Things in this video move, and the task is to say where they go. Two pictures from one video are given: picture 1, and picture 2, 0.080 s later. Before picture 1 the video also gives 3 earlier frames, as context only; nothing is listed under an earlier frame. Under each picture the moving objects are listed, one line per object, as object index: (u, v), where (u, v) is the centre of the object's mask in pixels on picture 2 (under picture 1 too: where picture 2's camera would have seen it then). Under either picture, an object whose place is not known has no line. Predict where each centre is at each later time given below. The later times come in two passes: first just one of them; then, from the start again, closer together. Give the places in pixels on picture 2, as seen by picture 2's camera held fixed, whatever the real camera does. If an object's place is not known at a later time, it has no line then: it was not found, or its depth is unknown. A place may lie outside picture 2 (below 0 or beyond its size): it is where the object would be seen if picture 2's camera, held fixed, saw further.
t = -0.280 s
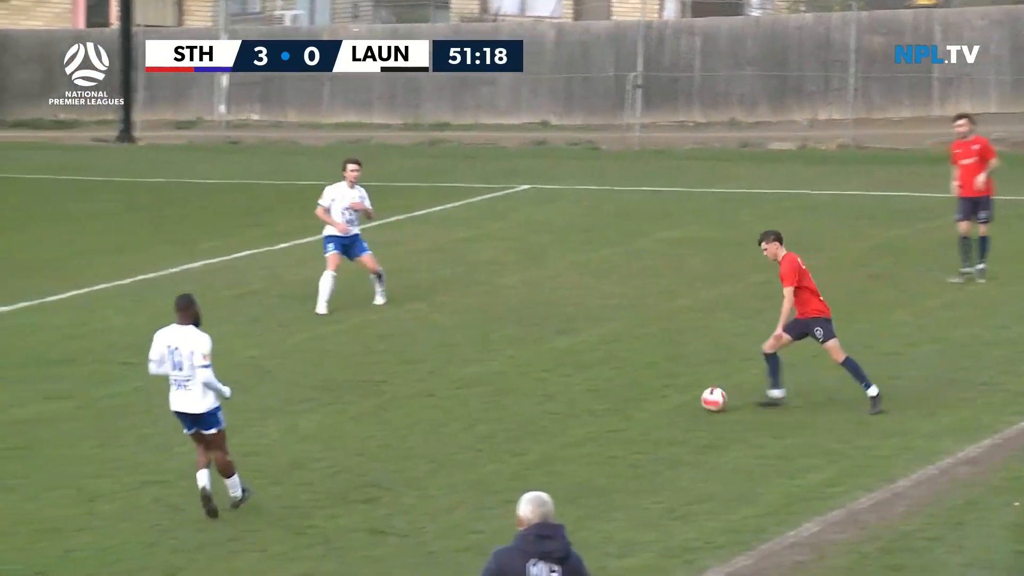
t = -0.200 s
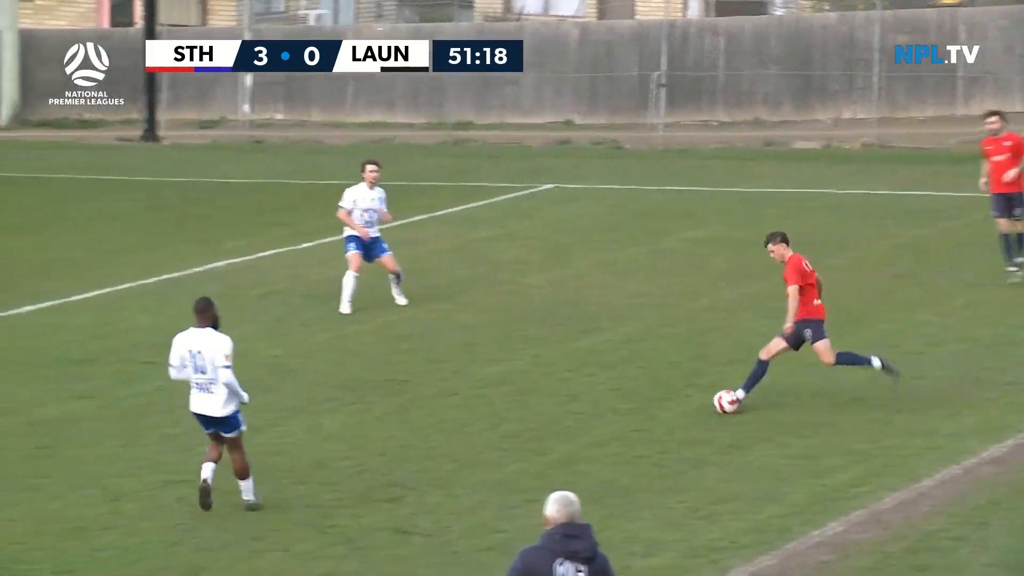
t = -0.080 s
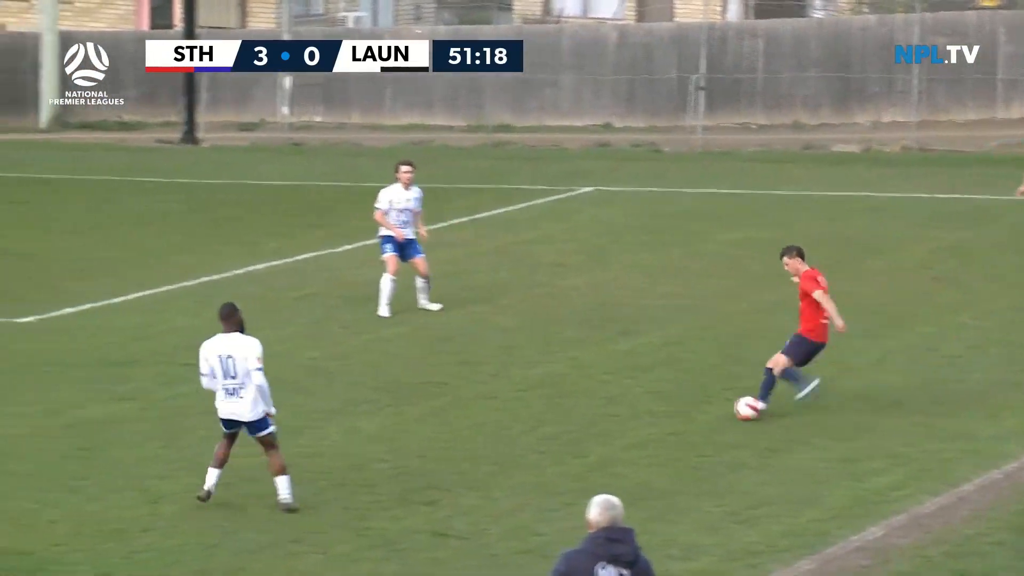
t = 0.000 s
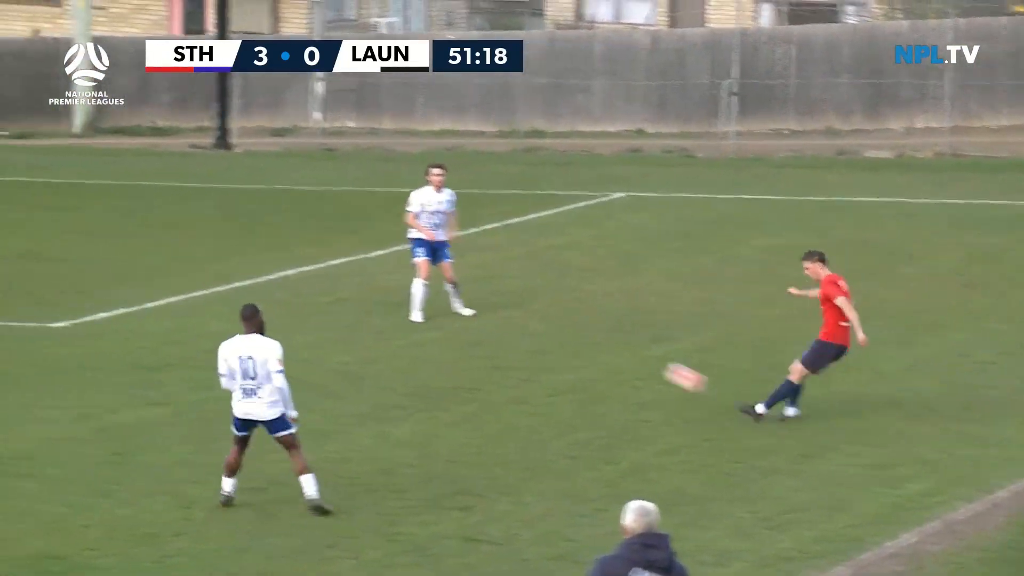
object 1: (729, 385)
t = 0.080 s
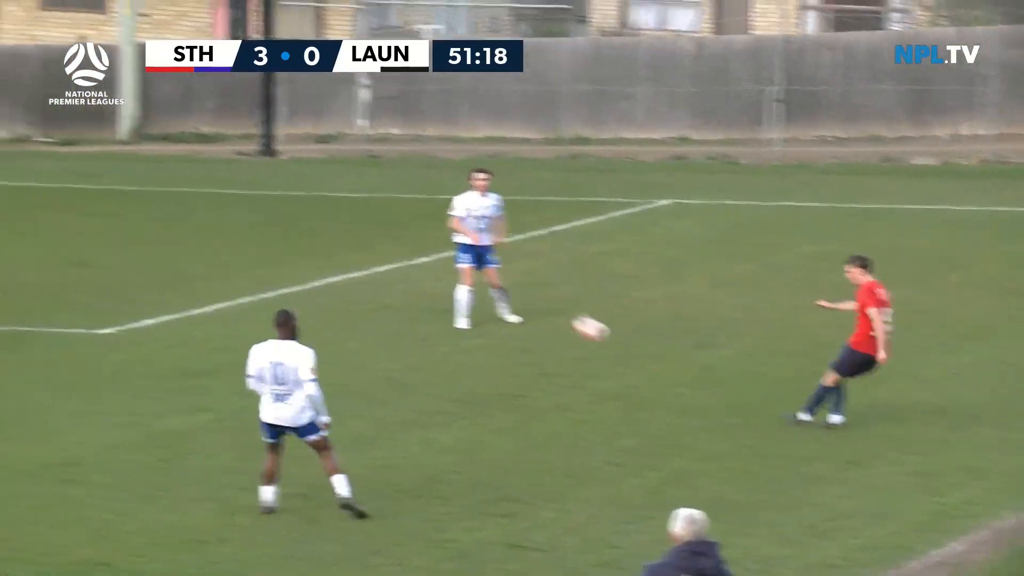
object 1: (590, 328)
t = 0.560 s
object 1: (-28, 134)
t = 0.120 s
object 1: (527, 304)
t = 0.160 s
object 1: (465, 278)
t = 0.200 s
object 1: (406, 256)
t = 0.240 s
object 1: (353, 238)
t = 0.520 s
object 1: (16, 142)
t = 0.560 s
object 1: (-28, 134)
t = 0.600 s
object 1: (-72, 127)
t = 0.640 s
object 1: (-113, 120)
